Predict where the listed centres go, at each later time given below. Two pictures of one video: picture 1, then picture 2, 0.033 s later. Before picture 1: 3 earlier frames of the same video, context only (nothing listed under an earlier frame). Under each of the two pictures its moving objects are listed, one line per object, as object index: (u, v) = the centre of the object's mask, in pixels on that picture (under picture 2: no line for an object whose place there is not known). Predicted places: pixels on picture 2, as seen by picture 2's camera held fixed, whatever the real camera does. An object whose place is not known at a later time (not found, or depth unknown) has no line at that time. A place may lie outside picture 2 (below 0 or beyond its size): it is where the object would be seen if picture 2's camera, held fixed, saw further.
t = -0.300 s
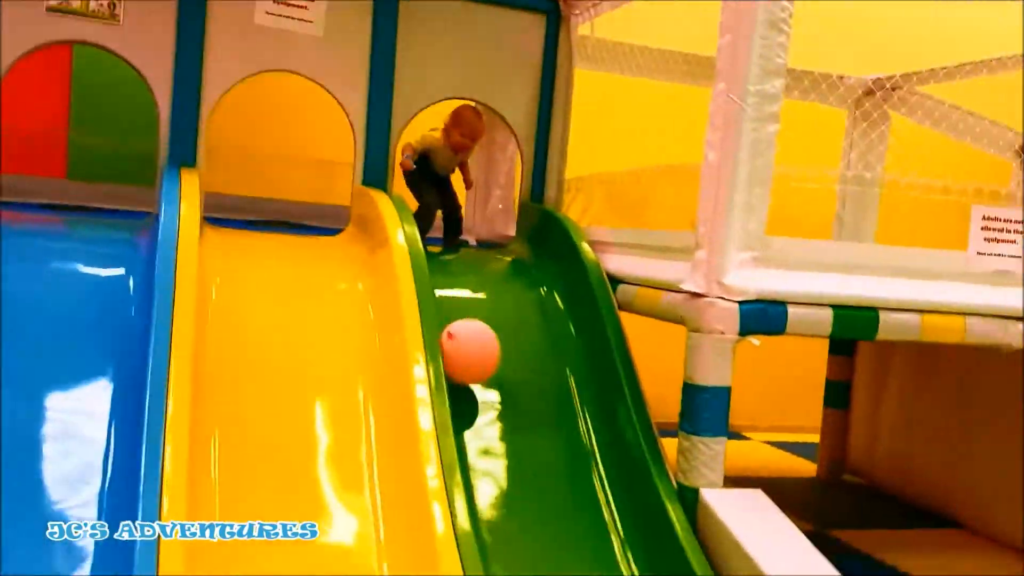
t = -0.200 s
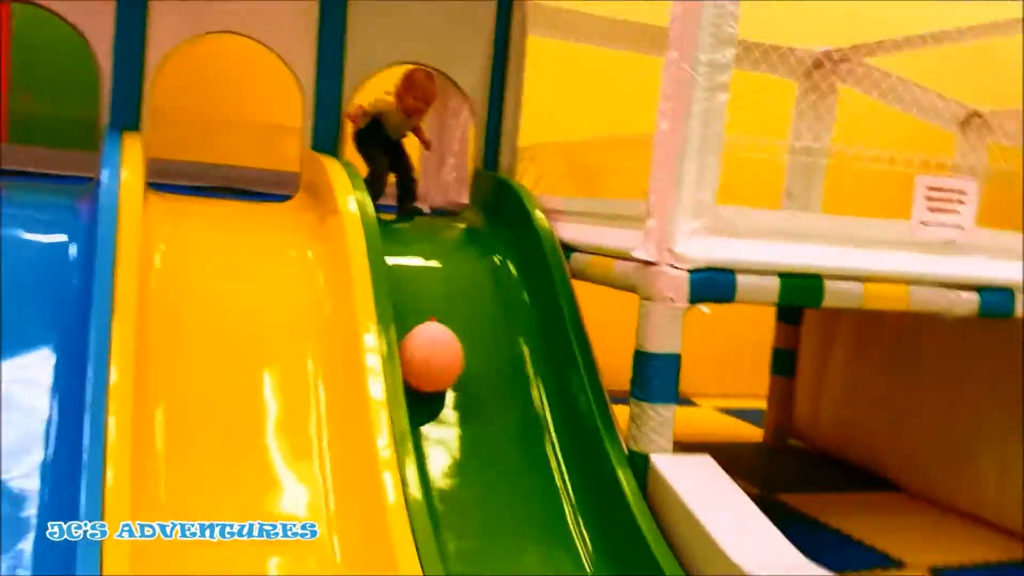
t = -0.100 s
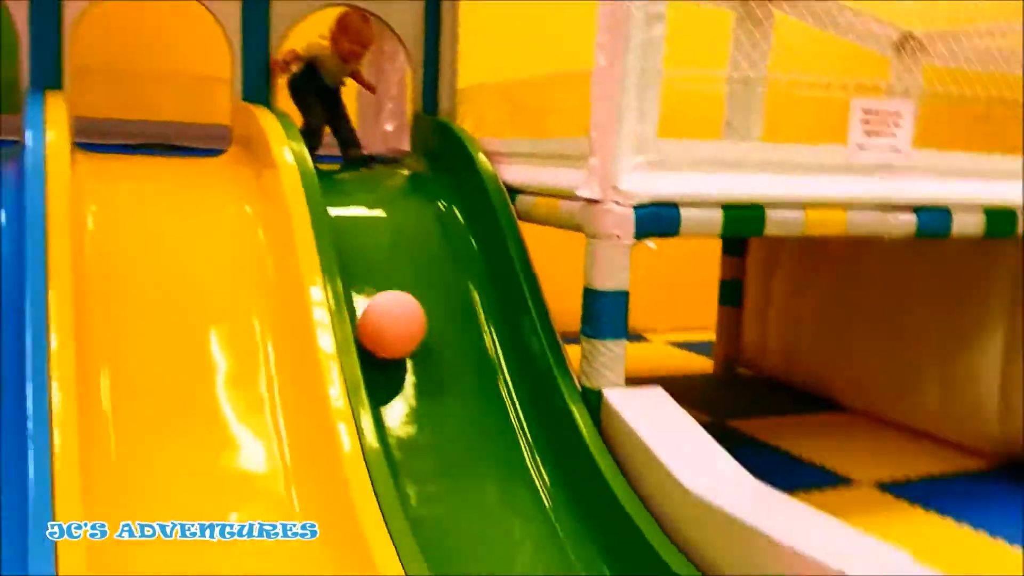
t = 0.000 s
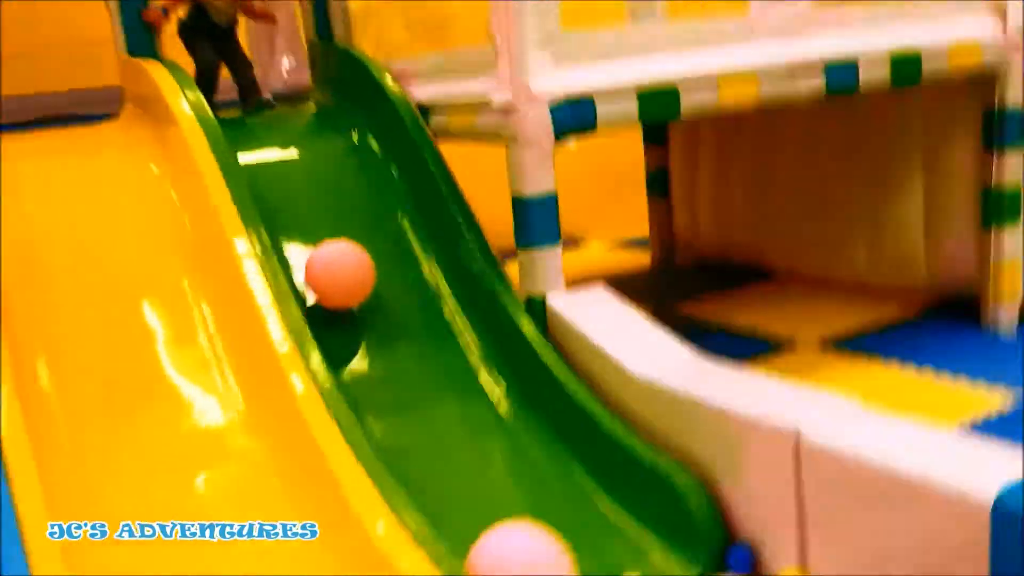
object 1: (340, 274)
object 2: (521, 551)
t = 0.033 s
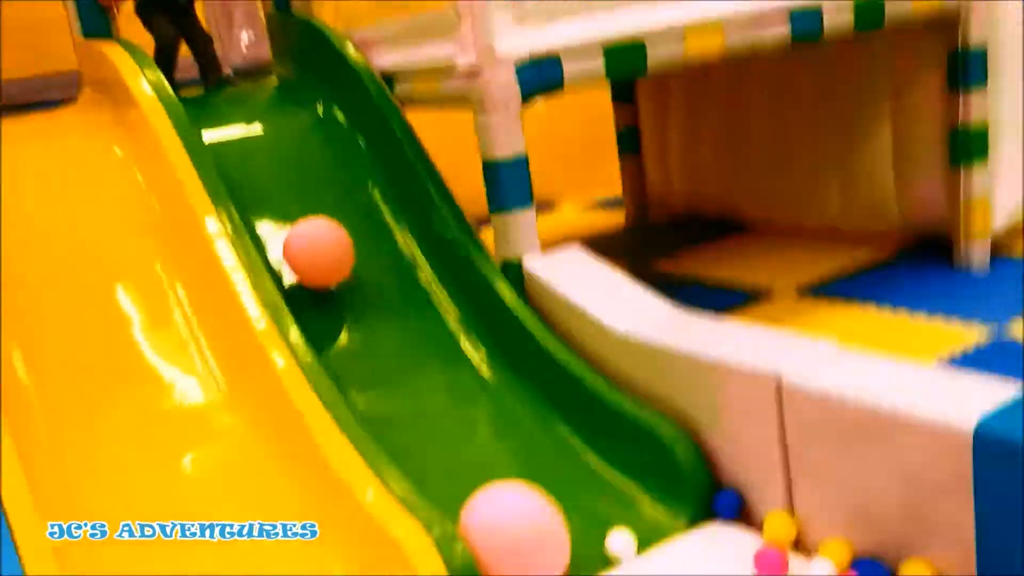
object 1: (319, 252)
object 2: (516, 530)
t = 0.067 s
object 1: (325, 257)
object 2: (516, 538)
